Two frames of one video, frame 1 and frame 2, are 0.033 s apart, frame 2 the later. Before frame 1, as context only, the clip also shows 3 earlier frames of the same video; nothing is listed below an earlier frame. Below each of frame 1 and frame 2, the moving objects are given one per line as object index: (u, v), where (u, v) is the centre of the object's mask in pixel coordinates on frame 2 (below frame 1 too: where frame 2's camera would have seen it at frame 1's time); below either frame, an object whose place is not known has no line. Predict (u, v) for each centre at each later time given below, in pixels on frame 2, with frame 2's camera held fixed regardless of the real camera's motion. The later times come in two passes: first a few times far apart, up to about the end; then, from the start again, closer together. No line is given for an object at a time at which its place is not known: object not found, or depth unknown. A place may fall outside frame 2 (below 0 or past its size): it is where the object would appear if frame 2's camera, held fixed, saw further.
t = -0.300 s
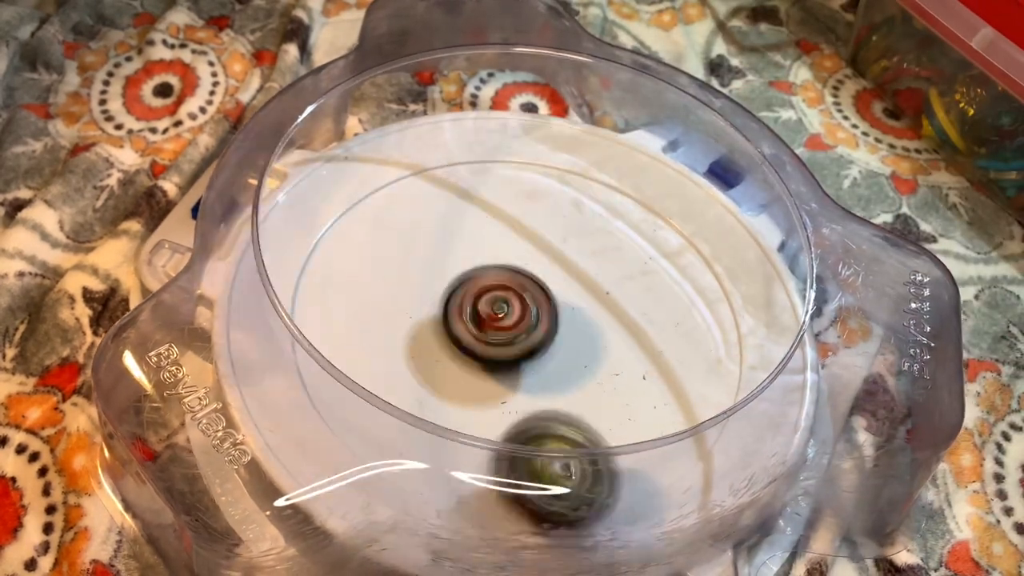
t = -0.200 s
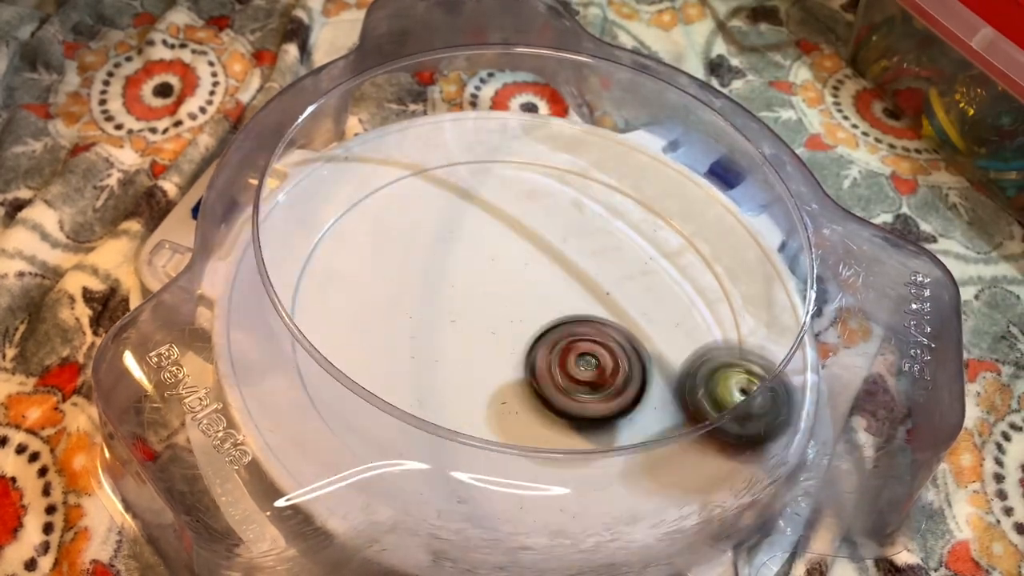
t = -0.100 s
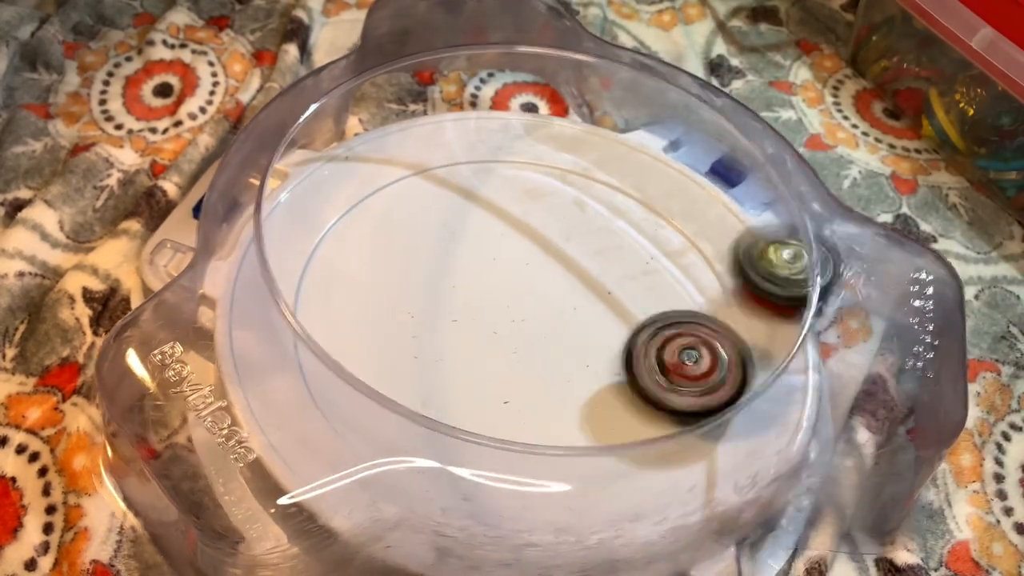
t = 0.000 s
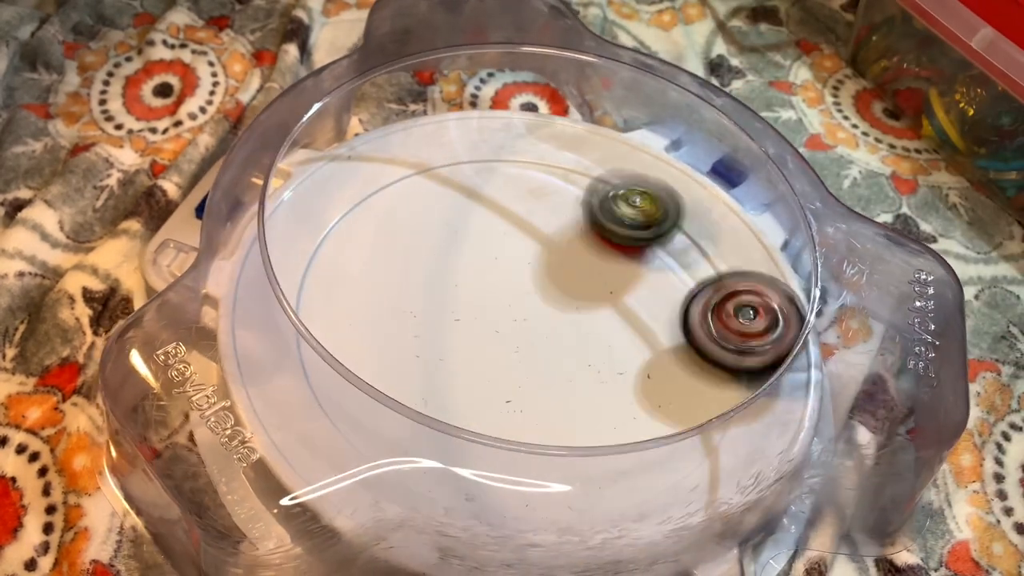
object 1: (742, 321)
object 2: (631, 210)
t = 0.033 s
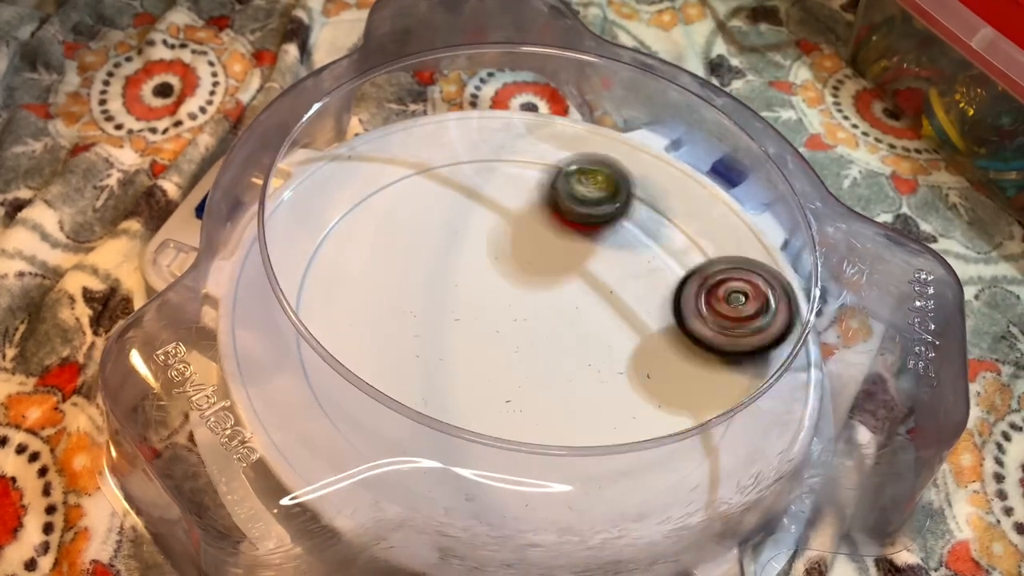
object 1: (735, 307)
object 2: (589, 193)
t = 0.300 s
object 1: (551, 247)
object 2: (271, 251)
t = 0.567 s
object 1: (473, 413)
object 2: (568, 511)
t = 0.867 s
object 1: (688, 378)
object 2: (664, 180)
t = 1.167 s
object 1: (456, 240)
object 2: (375, 164)
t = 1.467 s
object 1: (633, 383)
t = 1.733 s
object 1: (568, 201)
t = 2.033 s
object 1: (468, 159)
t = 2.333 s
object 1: (470, 209)
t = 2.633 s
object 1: (503, 228)
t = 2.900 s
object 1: (605, 279)
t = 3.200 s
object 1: (653, 294)
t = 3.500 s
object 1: (578, 333)
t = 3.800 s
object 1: (514, 401)
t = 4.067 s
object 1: (509, 390)
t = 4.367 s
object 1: (464, 295)
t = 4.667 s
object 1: (428, 243)
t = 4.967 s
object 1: (483, 265)
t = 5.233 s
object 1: (611, 235)
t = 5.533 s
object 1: (630, 251)
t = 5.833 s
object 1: (714, 386)
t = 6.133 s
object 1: (571, 389)
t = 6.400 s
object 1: (487, 333)
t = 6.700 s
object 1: (407, 291)
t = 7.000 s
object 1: (476, 271)
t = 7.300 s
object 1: (580, 247)
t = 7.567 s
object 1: (586, 267)
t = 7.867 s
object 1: (566, 279)
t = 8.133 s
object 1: (566, 279)
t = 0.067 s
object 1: (723, 290)
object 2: (544, 178)
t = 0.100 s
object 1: (713, 273)
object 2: (497, 169)
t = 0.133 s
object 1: (694, 258)
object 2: (450, 166)
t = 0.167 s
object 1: (672, 247)
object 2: (404, 169)
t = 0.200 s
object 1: (645, 239)
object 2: (363, 179)
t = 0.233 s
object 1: (616, 237)
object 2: (328, 199)
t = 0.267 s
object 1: (584, 239)
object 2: (296, 224)
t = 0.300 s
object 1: (551, 247)
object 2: (271, 251)
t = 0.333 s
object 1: (522, 258)
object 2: (266, 289)
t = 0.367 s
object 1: (495, 276)
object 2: (280, 328)
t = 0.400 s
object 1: (473, 296)
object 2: (301, 370)
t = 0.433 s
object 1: (457, 320)
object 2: (336, 404)
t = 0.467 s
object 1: (448, 344)
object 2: (380, 436)
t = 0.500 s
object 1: (449, 369)
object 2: (440, 466)
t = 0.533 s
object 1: (457, 393)
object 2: (504, 487)
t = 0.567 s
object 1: (473, 413)
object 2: (568, 511)
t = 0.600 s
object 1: (494, 435)
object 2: (628, 502)
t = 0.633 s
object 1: (523, 451)
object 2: (674, 472)
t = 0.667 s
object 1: (557, 462)
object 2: (709, 438)
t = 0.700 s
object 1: (594, 468)
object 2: (735, 400)
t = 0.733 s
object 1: (629, 468)
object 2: (747, 354)
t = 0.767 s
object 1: (654, 450)
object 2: (751, 313)
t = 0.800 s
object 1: (674, 430)
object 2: (735, 267)
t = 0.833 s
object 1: (686, 406)
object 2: (707, 223)
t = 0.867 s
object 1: (688, 378)
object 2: (664, 180)
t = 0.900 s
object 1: (684, 354)
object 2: (621, 148)
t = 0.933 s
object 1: (667, 326)
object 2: (585, 121)
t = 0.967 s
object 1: (644, 302)
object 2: (545, 102)
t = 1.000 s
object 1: (617, 282)
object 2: (508, 92)
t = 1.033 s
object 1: (587, 265)
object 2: (471, 95)
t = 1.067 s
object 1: (553, 253)
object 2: (435, 101)
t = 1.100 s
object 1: (519, 244)
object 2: (399, 109)
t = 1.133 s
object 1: (487, 240)
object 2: (382, 132)
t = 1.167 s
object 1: (456, 240)
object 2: (375, 164)
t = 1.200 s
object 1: (456, 282)
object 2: (337, 150)
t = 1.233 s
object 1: (491, 351)
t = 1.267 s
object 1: (522, 425)
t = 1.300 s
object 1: (559, 483)
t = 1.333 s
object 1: (595, 500)
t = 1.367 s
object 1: (613, 470)
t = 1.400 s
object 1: (624, 449)
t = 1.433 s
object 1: (633, 414)
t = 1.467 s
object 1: (633, 383)
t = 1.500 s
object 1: (631, 351)
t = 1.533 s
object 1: (627, 321)
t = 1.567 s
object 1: (620, 295)
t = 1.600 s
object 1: (611, 271)
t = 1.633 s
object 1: (601, 250)
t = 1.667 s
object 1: (590, 232)
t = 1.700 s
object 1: (579, 215)
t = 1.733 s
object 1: (568, 201)
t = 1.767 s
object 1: (557, 187)
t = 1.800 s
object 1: (546, 173)
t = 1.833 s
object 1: (535, 159)
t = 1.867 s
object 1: (523, 149)
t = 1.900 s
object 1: (512, 138)
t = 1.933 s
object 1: (500, 141)
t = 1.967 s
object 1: (488, 147)
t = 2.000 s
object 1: (478, 153)
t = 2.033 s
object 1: (468, 159)
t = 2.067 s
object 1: (461, 165)
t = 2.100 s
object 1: (457, 170)
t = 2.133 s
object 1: (455, 175)
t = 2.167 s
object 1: (454, 181)
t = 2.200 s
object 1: (455, 190)
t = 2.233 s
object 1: (456, 201)
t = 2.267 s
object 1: (461, 214)
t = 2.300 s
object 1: (468, 224)
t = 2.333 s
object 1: (470, 209)
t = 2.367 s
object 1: (472, 201)
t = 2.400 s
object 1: (474, 199)
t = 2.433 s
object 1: (477, 200)
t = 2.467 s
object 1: (479, 202)
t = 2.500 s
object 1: (481, 205)
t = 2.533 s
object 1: (484, 209)
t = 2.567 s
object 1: (489, 215)
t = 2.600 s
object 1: (495, 221)
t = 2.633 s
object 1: (503, 228)
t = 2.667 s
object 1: (512, 235)
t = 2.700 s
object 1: (523, 242)
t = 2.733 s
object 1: (536, 250)
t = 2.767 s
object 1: (549, 257)
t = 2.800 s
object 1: (563, 264)
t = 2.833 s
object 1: (578, 270)
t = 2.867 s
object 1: (592, 275)
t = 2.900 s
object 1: (605, 279)
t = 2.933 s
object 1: (618, 282)
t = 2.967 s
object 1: (630, 285)
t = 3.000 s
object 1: (640, 286)
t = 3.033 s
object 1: (647, 287)
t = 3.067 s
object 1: (653, 288)
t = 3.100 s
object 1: (656, 290)
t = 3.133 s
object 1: (657, 292)
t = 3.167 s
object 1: (656, 293)
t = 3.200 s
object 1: (653, 294)
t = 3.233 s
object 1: (649, 295)
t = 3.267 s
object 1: (645, 297)
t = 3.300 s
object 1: (638, 299)
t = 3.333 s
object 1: (630, 303)
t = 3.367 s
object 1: (622, 306)
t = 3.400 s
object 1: (612, 311)
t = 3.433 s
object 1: (601, 317)
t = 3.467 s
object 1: (591, 325)
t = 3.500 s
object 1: (578, 333)
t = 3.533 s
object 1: (565, 343)
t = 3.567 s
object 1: (555, 352)
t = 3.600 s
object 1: (545, 362)
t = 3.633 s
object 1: (537, 373)
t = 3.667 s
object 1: (531, 382)
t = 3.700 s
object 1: (524, 391)
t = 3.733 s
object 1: (521, 395)
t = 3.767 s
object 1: (517, 398)
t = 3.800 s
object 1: (514, 401)
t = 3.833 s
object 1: (513, 403)
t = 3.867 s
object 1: (508, 407)
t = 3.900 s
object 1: (509, 403)
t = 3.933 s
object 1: (508, 401)
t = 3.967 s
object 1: (508, 399)
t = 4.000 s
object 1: (508, 397)
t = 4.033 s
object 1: (508, 394)
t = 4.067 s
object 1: (509, 390)
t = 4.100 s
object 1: (508, 383)
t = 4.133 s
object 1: (506, 374)
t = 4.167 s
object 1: (503, 364)
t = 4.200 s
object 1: (499, 353)
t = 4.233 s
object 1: (492, 341)
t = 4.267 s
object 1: (487, 330)
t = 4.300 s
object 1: (479, 316)
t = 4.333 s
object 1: (473, 306)
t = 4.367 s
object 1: (464, 295)
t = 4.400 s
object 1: (457, 284)
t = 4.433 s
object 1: (448, 274)
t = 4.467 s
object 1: (442, 266)
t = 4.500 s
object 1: (437, 260)
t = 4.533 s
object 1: (433, 254)
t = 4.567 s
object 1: (430, 250)
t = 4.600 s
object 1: (427, 246)
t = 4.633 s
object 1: (427, 244)
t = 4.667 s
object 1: (428, 243)
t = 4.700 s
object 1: (431, 244)
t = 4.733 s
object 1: (433, 245)
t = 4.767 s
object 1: (436, 247)
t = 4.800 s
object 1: (439, 250)
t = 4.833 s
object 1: (445, 254)
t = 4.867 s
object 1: (453, 257)
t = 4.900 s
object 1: (462, 260)
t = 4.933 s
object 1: (472, 263)
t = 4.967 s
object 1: (483, 265)
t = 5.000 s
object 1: (497, 267)
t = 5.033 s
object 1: (522, 258)
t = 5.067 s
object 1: (544, 252)
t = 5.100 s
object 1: (560, 249)
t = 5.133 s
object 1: (575, 246)
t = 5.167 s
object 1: (588, 241)
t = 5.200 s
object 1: (600, 237)
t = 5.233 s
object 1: (611, 235)
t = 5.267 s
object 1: (621, 231)
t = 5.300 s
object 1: (628, 229)
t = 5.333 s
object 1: (633, 230)
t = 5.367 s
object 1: (637, 230)
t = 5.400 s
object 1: (638, 232)
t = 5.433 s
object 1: (638, 236)
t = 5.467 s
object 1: (636, 240)
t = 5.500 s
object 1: (633, 244)
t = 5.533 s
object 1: (630, 251)
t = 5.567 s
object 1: (626, 258)
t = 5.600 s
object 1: (621, 268)
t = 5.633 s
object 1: (615, 281)
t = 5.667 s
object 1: (617, 295)
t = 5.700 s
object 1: (656, 319)
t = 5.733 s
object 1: (688, 341)
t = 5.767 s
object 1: (711, 361)
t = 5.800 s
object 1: (726, 375)
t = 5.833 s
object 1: (714, 386)
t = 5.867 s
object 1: (700, 389)
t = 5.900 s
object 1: (679, 388)
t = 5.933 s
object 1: (665, 392)
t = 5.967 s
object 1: (648, 395)
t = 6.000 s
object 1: (632, 398)
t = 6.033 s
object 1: (616, 398)
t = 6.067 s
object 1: (600, 397)
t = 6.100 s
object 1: (587, 394)
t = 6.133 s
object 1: (571, 389)
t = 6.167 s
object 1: (559, 384)
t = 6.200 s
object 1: (546, 375)
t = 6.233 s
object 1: (535, 365)
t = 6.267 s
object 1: (524, 355)
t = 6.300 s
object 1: (515, 343)
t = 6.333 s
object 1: (506, 333)
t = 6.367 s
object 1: (497, 333)
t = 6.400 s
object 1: (487, 333)
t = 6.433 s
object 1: (472, 331)
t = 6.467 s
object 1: (455, 328)
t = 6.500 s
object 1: (440, 324)
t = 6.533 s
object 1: (428, 318)
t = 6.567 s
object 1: (420, 312)
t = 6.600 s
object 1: (414, 306)
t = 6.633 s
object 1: (409, 301)
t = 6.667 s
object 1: (406, 295)
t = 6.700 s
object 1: (407, 291)
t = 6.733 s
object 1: (409, 287)
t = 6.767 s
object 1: (413, 284)
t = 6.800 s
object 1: (418, 282)
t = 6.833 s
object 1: (423, 281)
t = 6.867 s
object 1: (430, 279)
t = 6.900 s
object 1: (439, 276)
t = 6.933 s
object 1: (451, 275)
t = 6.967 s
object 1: (463, 273)
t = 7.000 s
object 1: (476, 271)
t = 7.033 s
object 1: (491, 267)
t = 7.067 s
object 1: (506, 265)
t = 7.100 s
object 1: (520, 261)
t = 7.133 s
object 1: (534, 260)
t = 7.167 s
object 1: (547, 258)
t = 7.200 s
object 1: (558, 254)
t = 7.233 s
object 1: (569, 252)
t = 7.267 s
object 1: (576, 249)
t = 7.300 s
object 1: (580, 247)
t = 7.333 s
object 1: (584, 246)
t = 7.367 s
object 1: (591, 243)
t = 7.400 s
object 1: (591, 243)
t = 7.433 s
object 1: (592, 244)
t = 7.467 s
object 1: (590, 249)
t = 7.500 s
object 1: (585, 253)
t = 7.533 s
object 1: (587, 260)
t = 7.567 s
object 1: (586, 267)
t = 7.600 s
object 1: (583, 274)
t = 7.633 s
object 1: (579, 278)
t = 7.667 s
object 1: (575, 279)
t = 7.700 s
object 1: (571, 279)
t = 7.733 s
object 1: (568, 279)
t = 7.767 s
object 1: (567, 279)
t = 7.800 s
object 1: (567, 279)
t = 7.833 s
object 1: (566, 279)
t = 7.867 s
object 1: (566, 279)
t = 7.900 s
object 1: (566, 279)
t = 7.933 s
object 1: (566, 279)
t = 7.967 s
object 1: (566, 279)
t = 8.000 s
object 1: (566, 279)
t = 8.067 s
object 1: (566, 279)
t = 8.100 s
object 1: (566, 279)
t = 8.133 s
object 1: (566, 279)
